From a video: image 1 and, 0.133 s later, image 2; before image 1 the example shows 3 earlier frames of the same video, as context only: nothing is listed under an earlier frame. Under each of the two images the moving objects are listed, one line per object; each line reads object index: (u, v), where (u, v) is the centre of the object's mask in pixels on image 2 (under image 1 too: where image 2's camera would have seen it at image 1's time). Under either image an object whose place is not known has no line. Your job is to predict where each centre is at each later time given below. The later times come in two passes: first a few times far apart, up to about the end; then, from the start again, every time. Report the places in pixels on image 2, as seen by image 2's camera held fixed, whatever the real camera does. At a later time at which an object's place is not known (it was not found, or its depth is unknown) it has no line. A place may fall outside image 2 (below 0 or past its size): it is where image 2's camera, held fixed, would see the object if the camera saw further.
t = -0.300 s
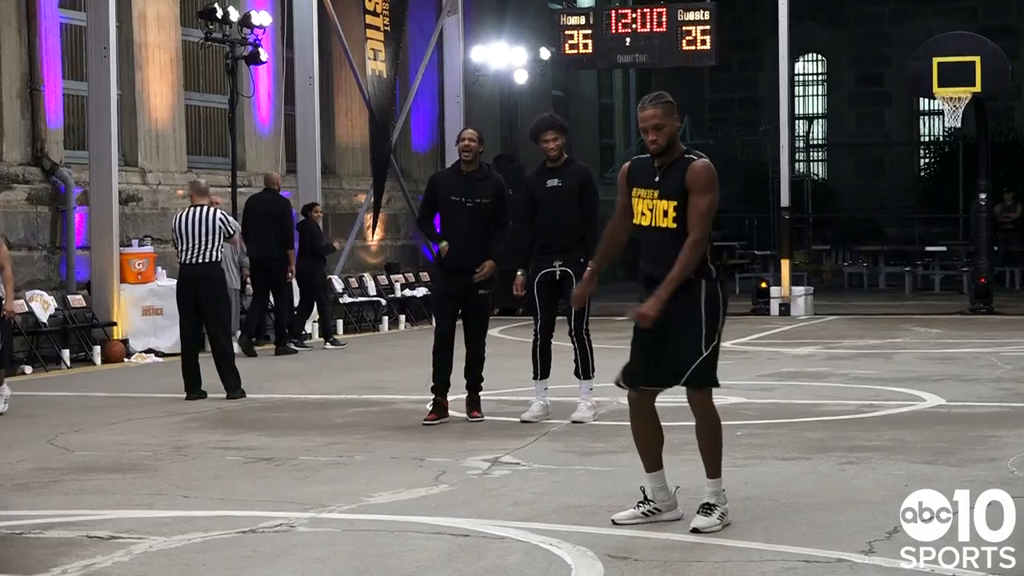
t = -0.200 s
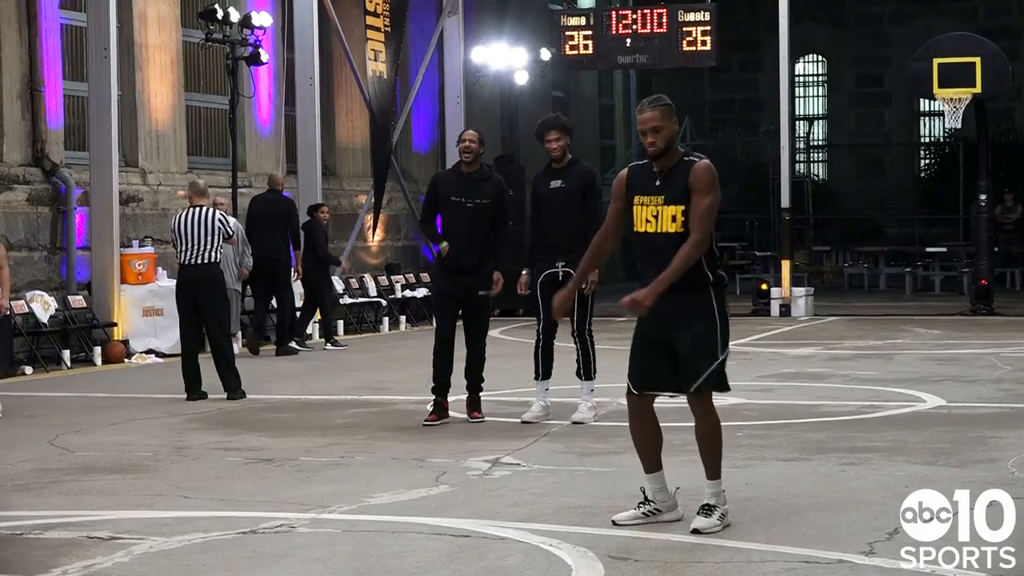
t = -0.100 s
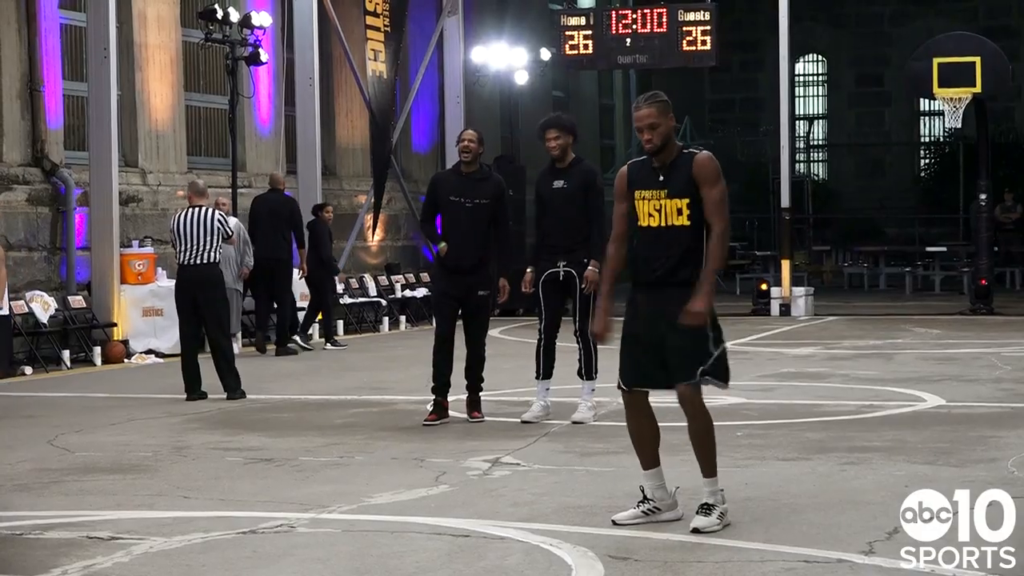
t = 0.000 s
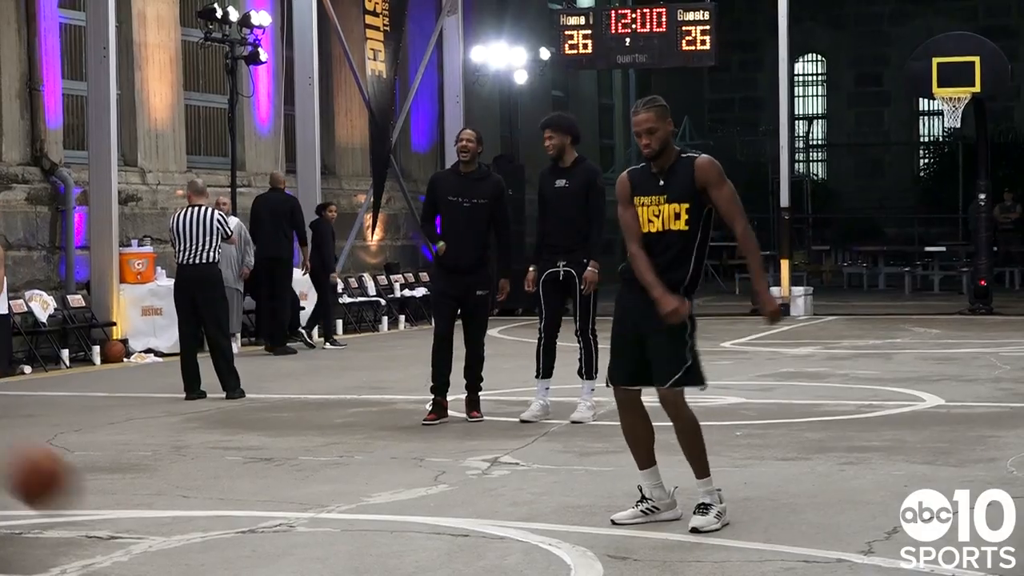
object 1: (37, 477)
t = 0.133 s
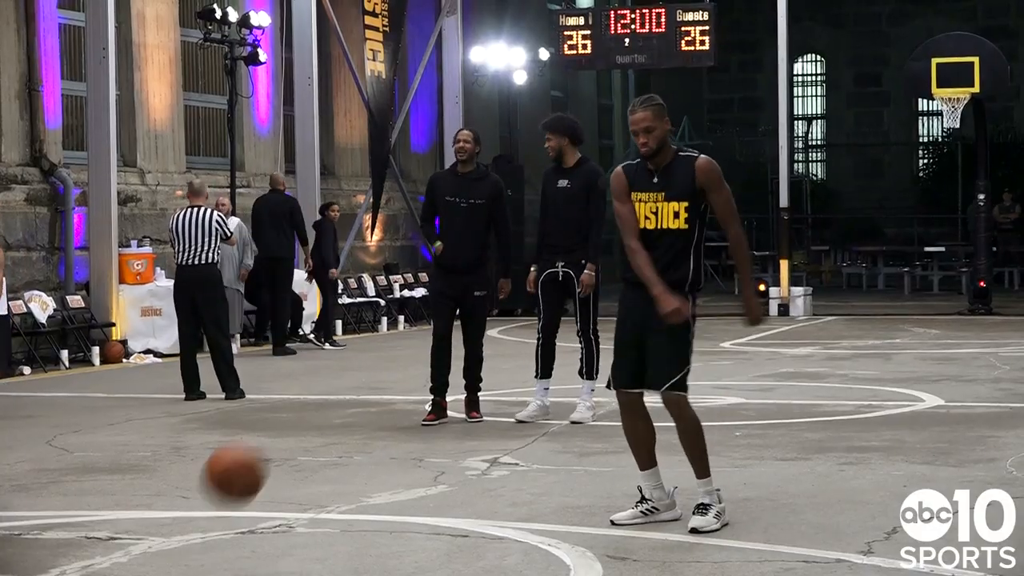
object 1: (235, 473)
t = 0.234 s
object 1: (320, 369)
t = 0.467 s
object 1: (515, 226)
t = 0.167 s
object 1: (263, 436)
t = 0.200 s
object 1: (291, 400)
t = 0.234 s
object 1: (320, 369)
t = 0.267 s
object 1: (350, 337)
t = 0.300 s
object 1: (377, 314)
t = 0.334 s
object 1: (407, 288)
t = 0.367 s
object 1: (435, 267)
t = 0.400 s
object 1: (461, 252)
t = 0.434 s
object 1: (488, 238)
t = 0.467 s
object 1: (515, 226)
